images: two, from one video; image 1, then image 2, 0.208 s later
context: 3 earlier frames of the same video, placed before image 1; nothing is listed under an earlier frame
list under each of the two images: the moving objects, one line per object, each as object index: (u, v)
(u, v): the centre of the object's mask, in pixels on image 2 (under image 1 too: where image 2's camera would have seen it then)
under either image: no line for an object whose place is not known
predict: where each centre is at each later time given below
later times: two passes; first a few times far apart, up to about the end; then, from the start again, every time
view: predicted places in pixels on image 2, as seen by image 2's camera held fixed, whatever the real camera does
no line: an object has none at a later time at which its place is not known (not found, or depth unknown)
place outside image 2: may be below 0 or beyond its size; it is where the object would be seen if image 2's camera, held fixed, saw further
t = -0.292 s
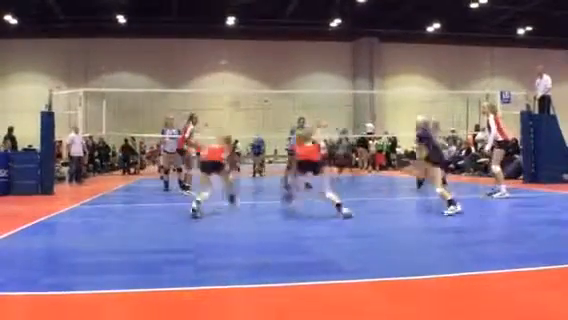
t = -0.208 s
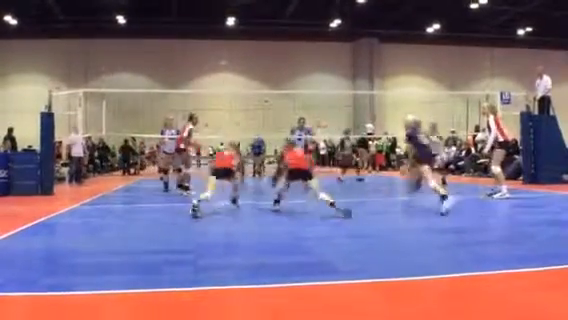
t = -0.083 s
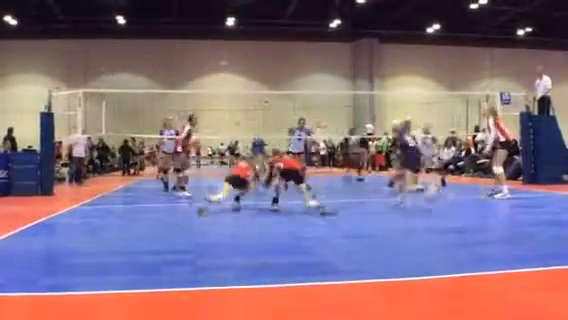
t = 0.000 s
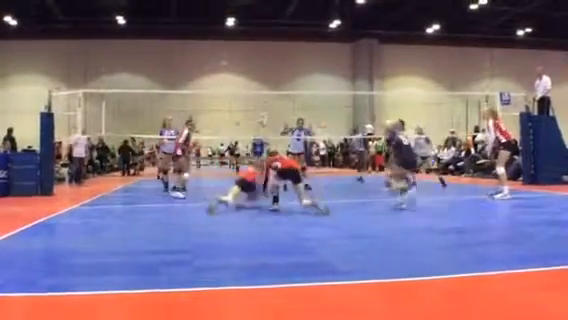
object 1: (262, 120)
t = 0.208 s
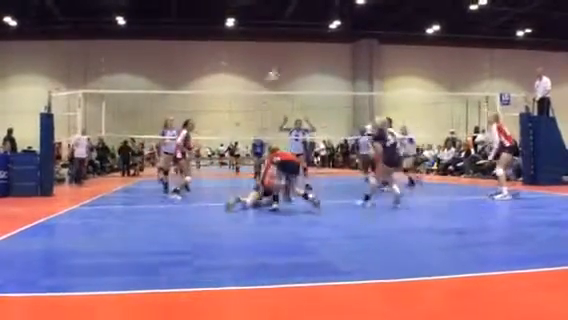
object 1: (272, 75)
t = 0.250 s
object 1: (274, 67)
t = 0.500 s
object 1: (287, 40)
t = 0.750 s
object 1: (298, 46)
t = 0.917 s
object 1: (308, 72)
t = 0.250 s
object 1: (274, 67)
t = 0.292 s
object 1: (278, 58)
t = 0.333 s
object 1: (279, 53)
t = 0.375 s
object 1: (281, 48)
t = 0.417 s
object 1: (282, 46)
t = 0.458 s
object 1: (284, 42)
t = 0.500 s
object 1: (287, 40)
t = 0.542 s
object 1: (289, 40)
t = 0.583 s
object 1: (291, 39)
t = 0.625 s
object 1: (293, 39)
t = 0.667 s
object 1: (295, 42)
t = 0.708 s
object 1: (297, 44)
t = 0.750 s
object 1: (298, 46)
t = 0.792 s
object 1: (301, 52)
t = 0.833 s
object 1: (304, 58)
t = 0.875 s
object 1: (306, 64)
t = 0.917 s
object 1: (308, 72)
